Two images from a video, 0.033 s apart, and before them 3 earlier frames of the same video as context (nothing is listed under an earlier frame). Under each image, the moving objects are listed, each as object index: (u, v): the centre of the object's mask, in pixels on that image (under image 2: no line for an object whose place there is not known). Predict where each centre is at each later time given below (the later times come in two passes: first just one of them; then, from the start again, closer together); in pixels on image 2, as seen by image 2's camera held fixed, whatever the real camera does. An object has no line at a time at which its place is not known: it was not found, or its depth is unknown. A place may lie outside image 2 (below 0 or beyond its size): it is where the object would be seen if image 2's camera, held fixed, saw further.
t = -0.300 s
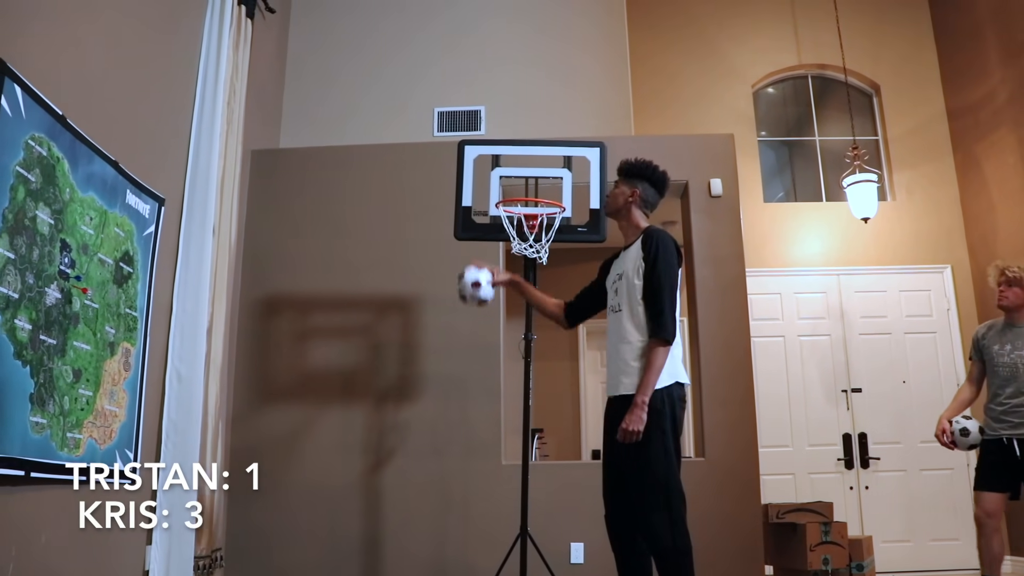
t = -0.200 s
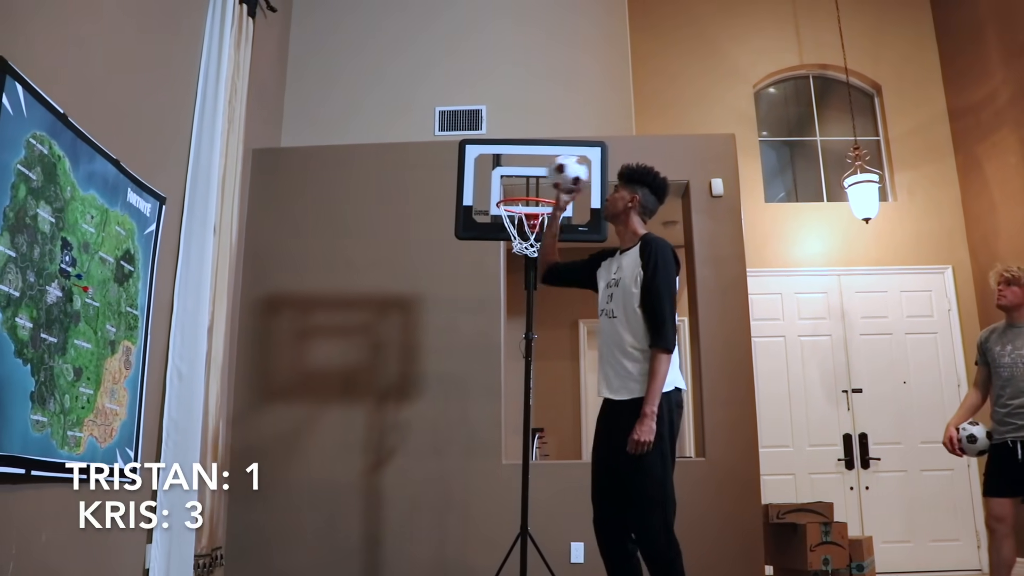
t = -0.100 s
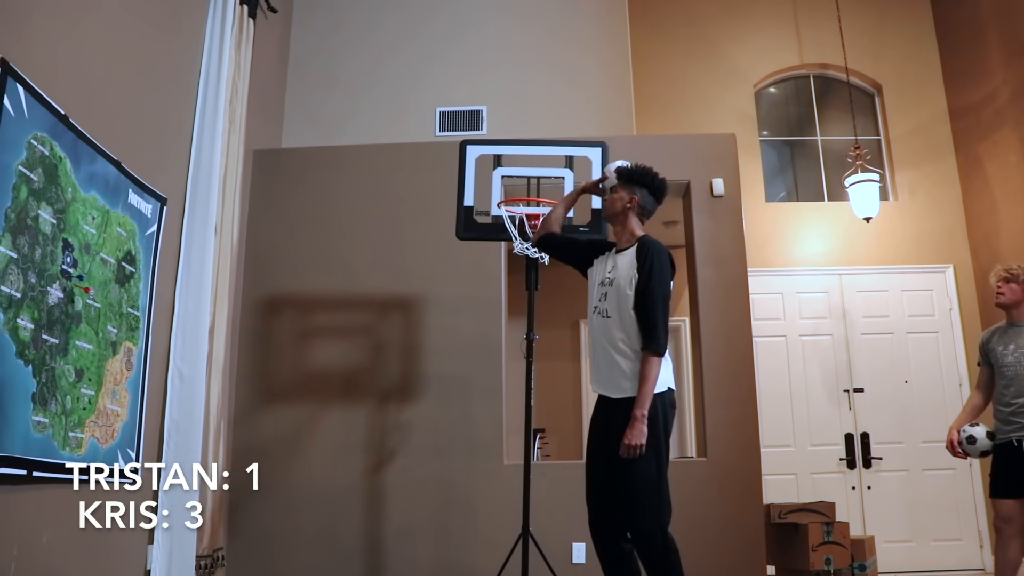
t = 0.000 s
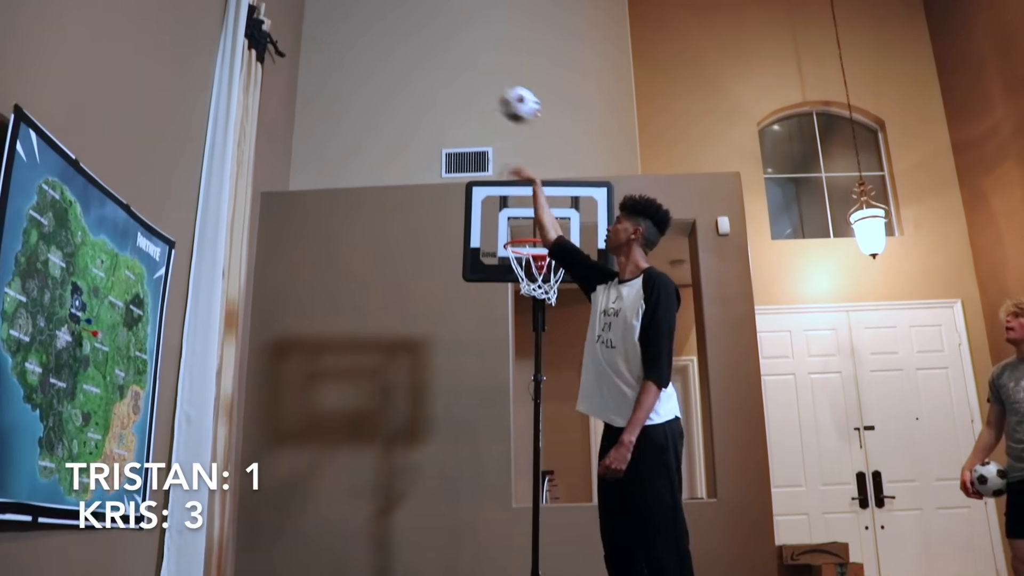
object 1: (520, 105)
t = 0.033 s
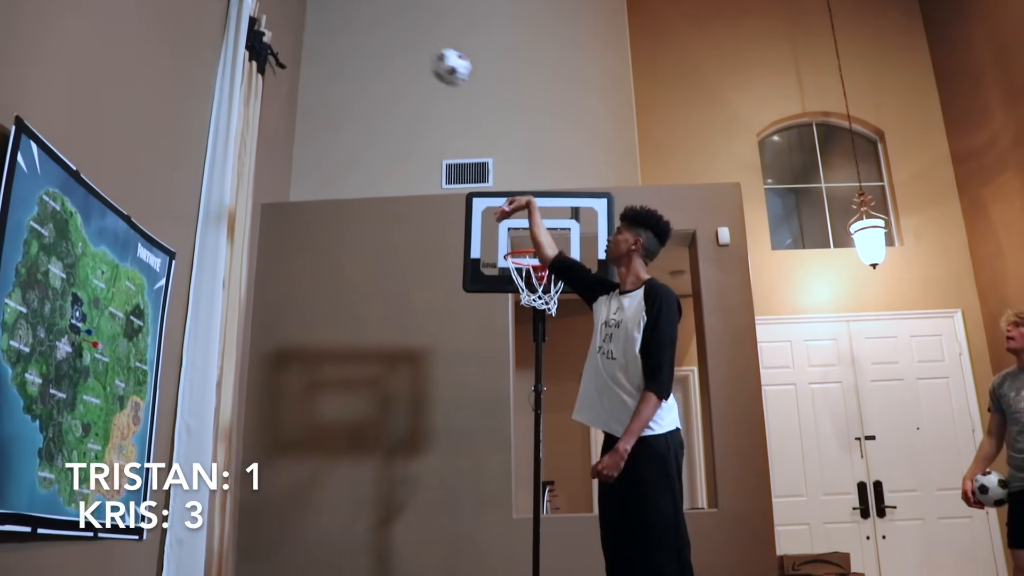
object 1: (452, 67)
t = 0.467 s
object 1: (516, 171)
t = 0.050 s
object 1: (419, 46)
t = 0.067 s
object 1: (391, 29)
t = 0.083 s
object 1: (358, 13)
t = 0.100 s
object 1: (328, -1)
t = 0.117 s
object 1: (301, -14)
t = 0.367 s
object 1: (397, 34)
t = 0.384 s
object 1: (416, 51)
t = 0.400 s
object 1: (435, 72)
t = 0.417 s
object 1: (455, 93)
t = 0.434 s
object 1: (475, 116)
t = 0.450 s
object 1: (496, 142)
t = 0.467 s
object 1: (516, 171)
